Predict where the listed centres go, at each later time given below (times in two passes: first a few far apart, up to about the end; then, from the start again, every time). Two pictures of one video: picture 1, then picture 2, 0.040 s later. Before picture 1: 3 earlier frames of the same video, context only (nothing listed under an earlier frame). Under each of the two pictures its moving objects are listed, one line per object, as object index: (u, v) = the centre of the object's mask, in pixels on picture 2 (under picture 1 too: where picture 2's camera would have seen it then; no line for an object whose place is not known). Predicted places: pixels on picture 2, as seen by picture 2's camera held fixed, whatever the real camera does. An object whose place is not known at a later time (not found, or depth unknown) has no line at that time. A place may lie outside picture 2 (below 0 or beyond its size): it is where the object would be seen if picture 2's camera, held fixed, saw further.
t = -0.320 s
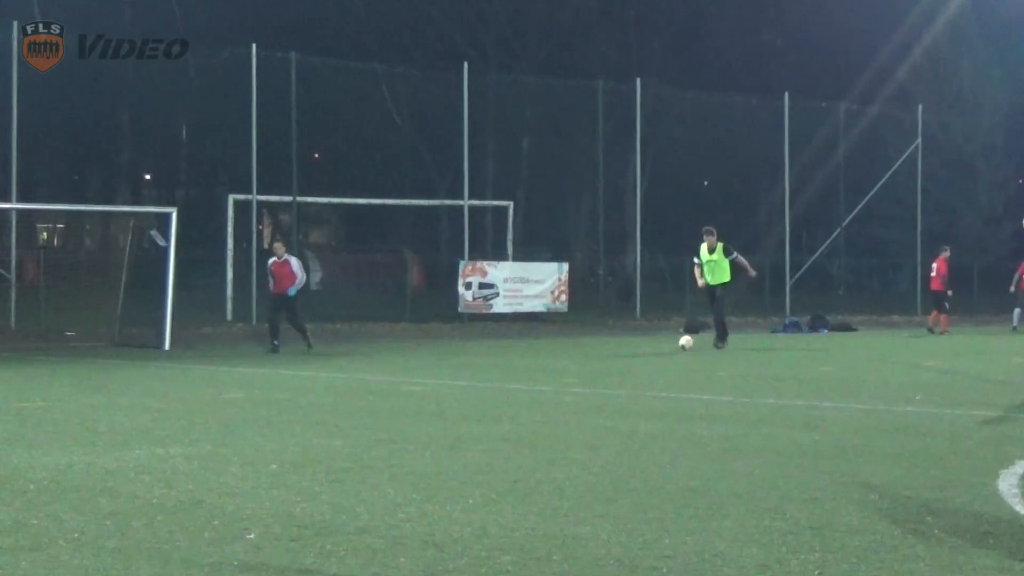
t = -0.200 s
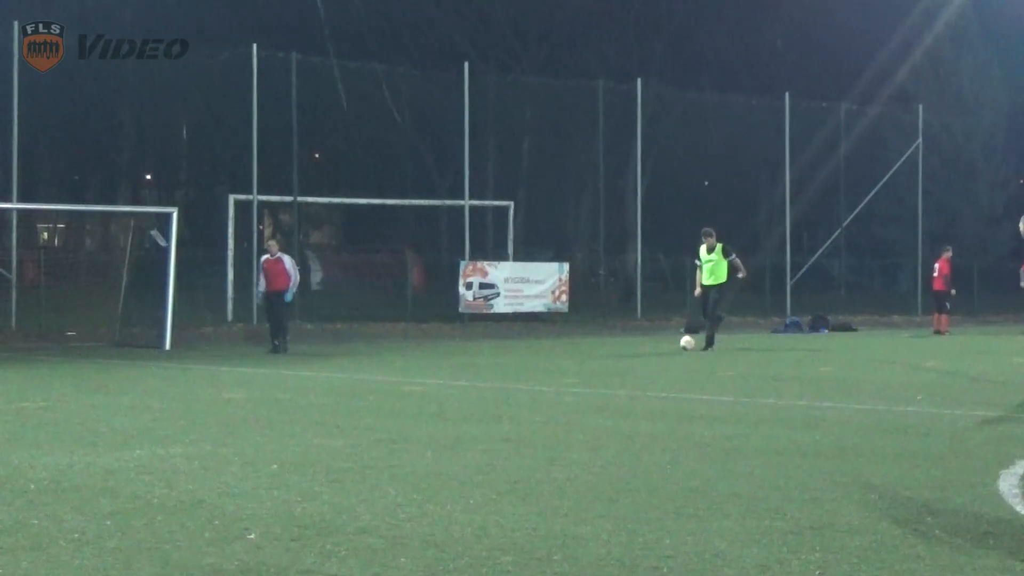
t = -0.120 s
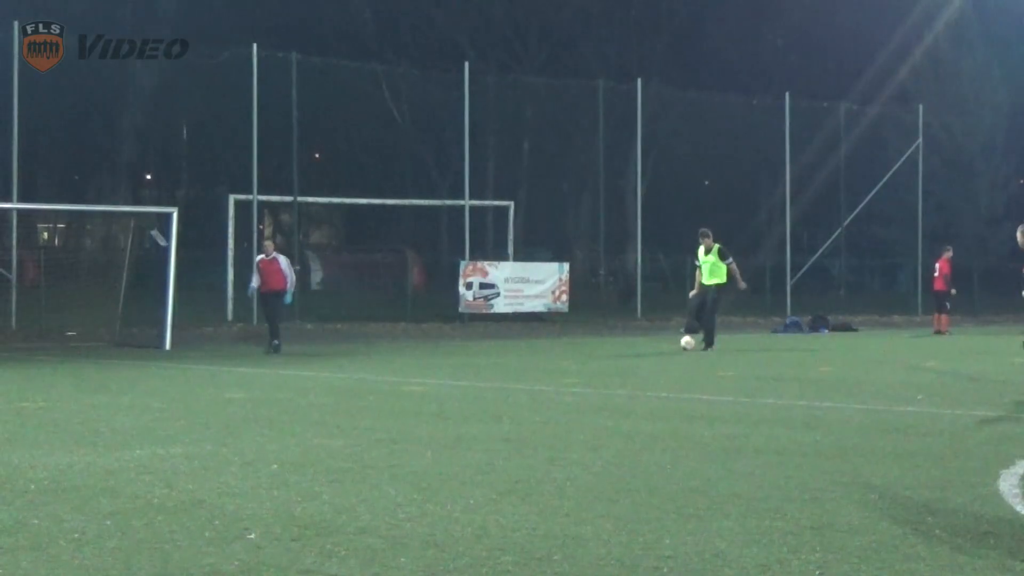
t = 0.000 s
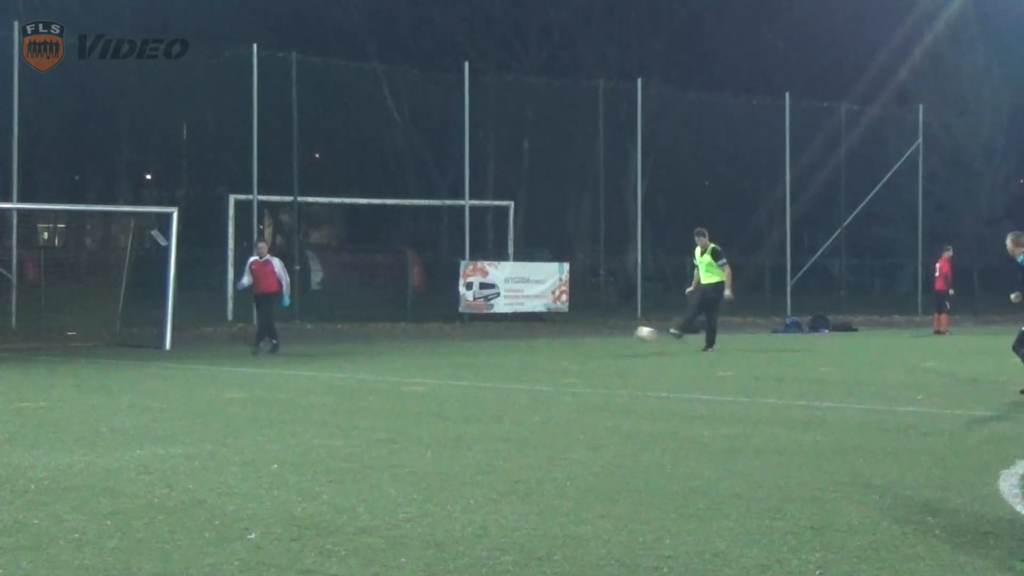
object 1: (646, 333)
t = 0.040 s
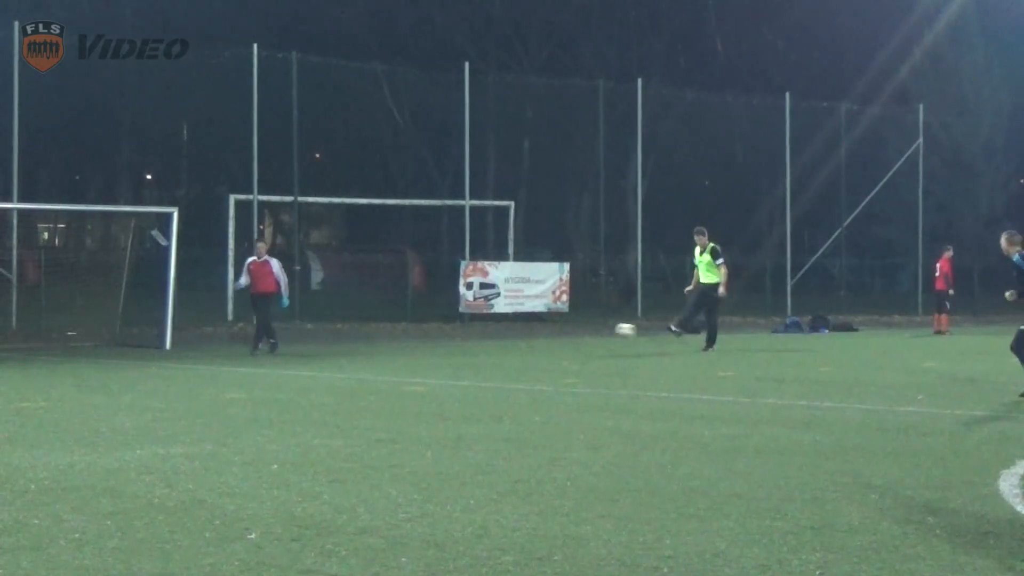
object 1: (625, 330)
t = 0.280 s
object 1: (496, 335)
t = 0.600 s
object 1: (333, 348)
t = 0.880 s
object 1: (198, 360)
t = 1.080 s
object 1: (115, 364)
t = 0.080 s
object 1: (604, 327)
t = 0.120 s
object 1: (583, 327)
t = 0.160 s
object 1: (562, 328)
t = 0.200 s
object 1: (540, 329)
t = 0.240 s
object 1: (518, 332)
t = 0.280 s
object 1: (496, 335)
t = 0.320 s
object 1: (473, 342)
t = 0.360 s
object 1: (451, 348)
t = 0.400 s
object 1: (427, 357)
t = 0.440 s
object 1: (409, 354)
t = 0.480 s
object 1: (390, 350)
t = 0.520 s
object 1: (371, 348)
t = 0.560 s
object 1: (352, 347)
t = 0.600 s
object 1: (333, 348)
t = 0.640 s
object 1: (313, 350)
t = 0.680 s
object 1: (292, 355)
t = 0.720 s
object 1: (272, 360)
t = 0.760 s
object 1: (250, 369)
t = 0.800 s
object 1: (230, 371)
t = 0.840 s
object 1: (215, 364)
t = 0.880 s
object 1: (198, 360)
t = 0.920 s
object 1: (183, 357)
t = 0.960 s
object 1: (166, 356)
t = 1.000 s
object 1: (149, 357)
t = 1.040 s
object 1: (132, 360)
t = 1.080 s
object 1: (115, 364)
